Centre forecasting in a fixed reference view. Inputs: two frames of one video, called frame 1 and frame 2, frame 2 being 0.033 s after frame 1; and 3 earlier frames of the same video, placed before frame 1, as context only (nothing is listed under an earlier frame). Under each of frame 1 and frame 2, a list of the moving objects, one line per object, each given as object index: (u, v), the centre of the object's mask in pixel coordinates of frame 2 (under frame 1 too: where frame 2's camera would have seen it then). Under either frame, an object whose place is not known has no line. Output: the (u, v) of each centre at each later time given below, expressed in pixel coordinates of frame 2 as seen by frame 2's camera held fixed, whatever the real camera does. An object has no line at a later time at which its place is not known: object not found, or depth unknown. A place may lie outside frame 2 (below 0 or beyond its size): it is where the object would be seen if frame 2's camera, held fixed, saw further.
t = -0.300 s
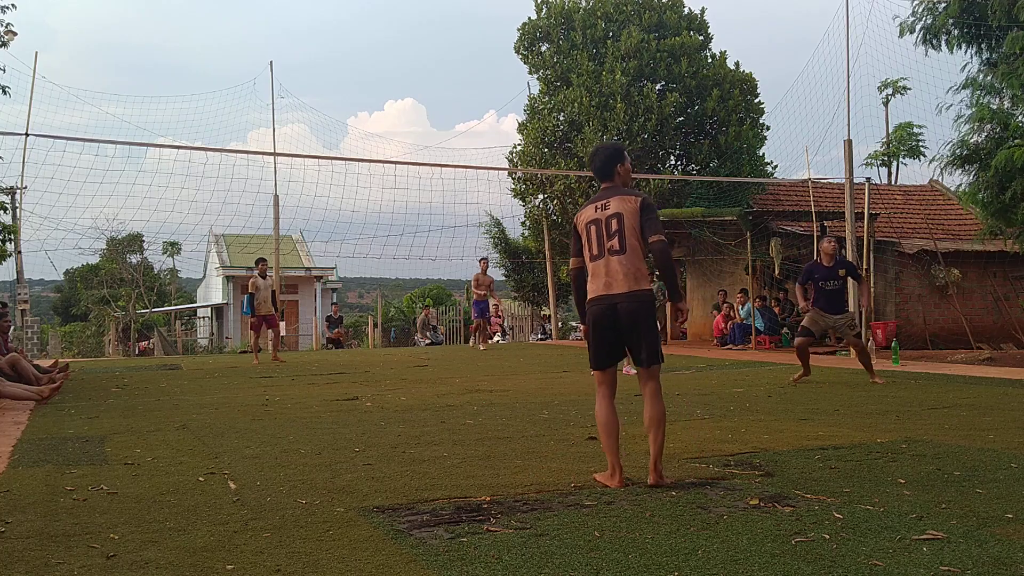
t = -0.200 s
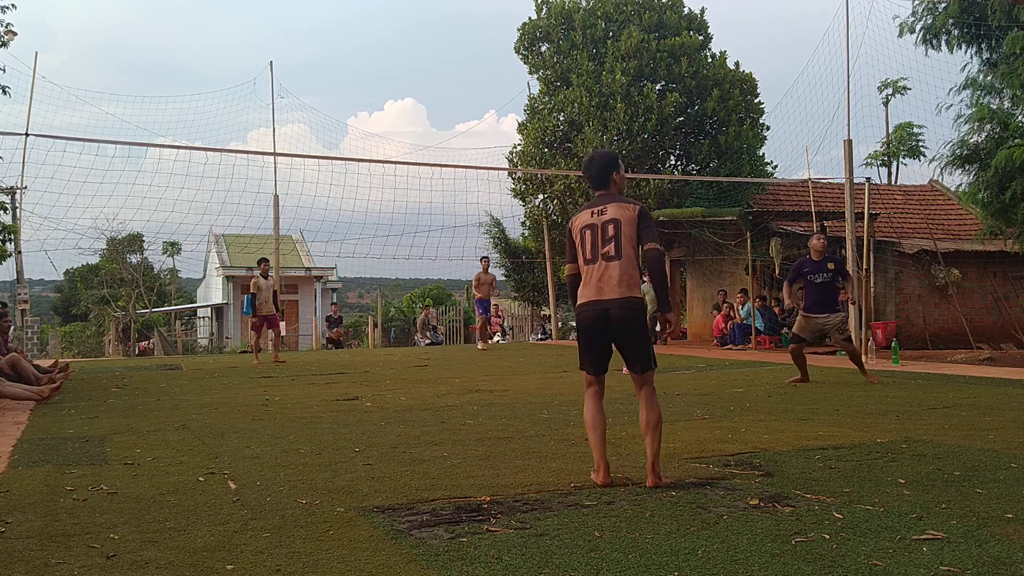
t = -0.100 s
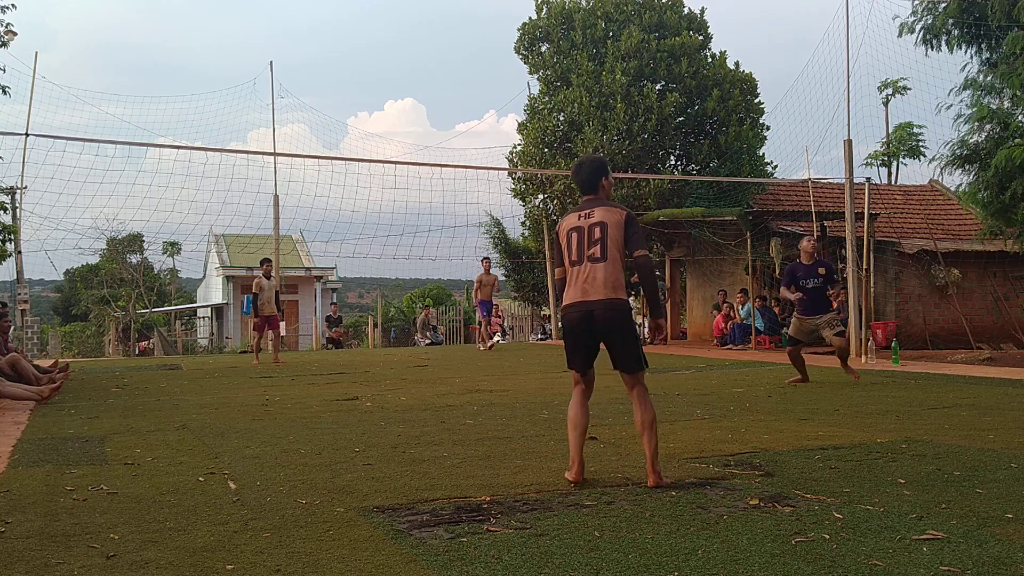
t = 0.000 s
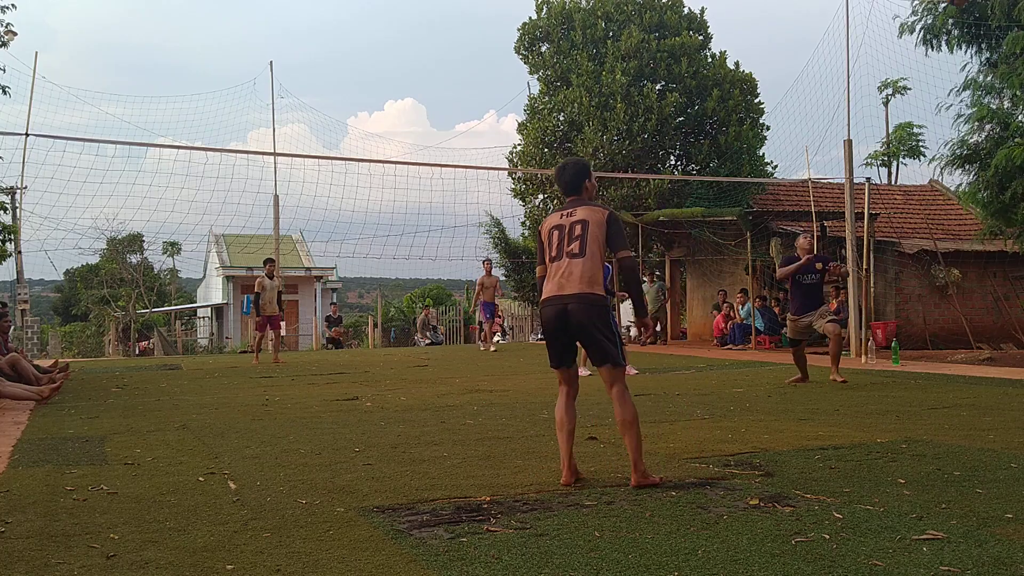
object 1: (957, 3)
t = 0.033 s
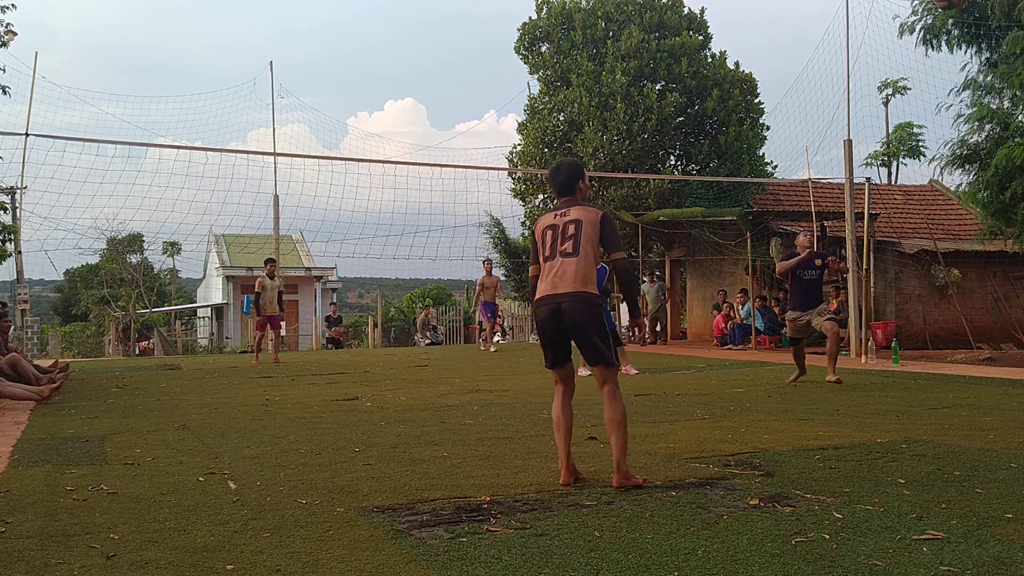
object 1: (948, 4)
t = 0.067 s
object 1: (939, 7)
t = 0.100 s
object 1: (929, 12)
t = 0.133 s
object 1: (920, 19)
